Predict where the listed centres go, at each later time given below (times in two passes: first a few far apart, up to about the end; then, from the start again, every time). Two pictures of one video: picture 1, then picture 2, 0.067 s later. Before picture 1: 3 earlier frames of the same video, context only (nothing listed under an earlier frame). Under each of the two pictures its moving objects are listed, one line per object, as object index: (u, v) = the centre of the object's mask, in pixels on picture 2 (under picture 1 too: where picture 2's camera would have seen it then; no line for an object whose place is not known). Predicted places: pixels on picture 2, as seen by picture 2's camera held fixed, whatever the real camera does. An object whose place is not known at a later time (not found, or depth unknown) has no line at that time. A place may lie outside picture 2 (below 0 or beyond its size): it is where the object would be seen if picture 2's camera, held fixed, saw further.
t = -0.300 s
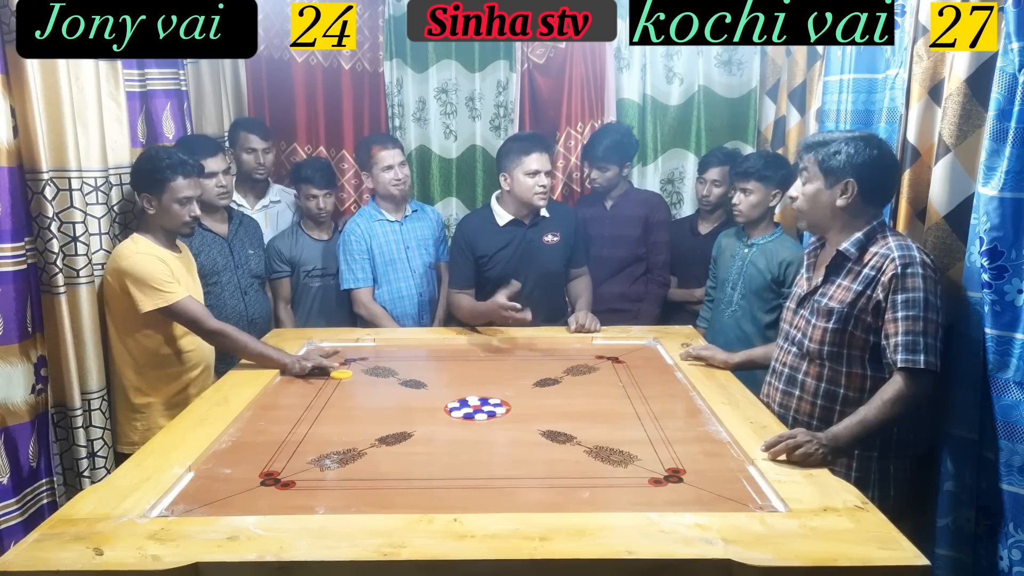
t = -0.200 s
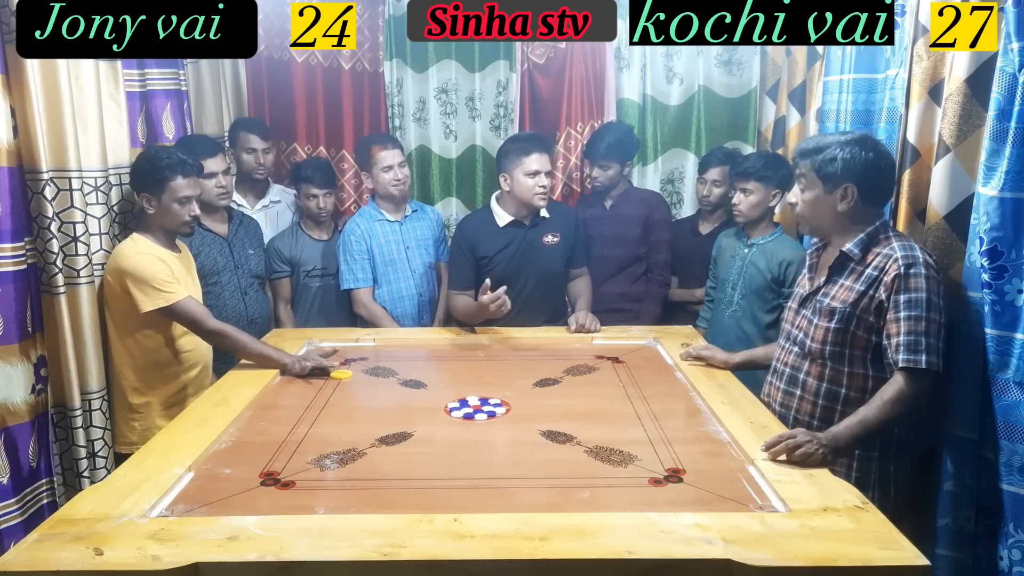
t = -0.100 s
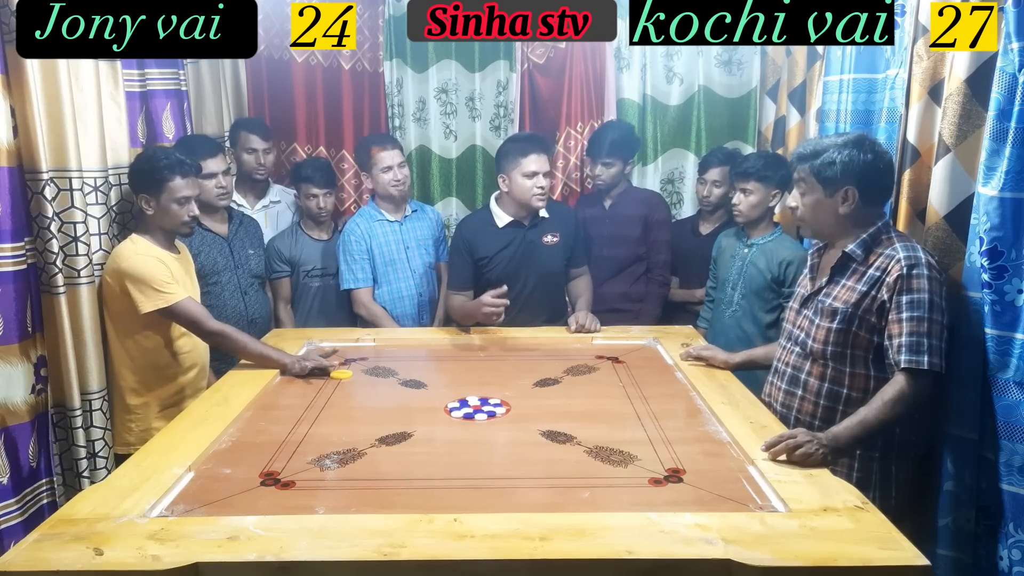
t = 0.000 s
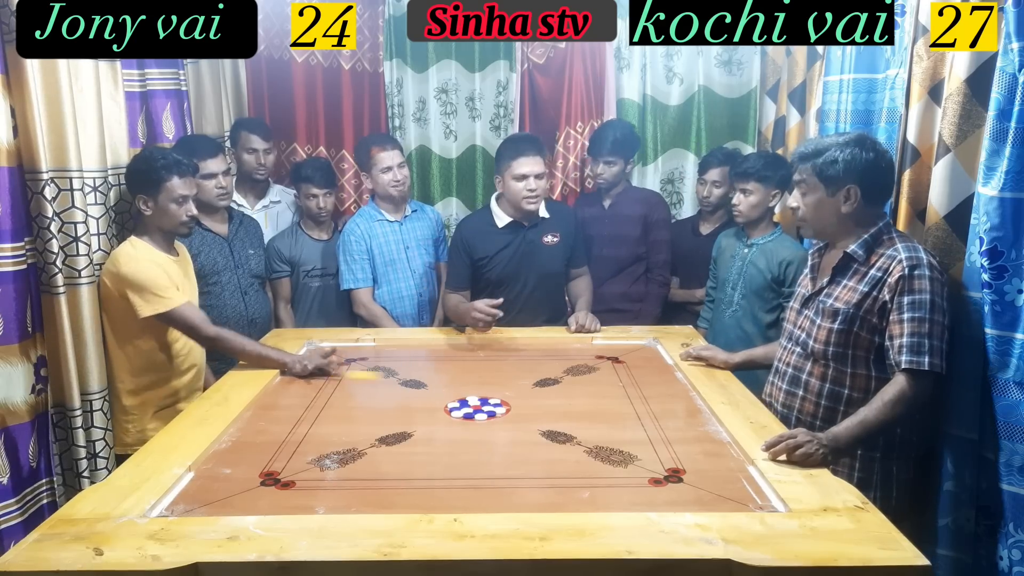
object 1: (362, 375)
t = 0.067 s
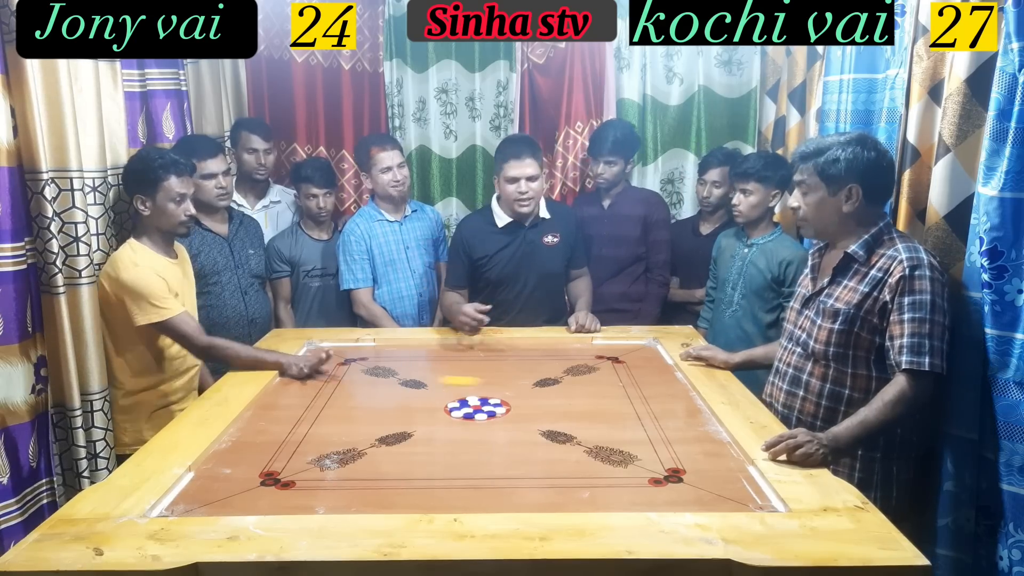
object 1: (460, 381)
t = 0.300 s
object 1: (604, 400)
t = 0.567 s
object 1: (501, 409)
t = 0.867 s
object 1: (490, 410)
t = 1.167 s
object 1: (490, 410)
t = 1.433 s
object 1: (490, 410)
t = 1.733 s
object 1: (490, 410)
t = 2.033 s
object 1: (490, 410)
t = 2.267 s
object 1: (490, 410)
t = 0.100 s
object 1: (509, 383)
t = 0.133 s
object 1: (560, 387)
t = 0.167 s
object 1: (609, 389)
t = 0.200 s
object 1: (662, 392)
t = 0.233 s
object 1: (667, 395)
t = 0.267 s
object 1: (635, 398)
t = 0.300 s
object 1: (604, 400)
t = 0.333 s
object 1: (571, 403)
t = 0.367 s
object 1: (539, 406)
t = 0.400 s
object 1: (516, 408)
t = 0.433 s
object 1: (512, 408)
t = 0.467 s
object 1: (509, 409)
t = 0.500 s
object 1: (507, 409)
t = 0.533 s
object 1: (504, 409)
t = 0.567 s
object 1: (501, 409)
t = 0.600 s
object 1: (499, 409)
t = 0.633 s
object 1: (497, 409)
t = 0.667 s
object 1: (496, 409)
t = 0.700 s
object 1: (494, 410)
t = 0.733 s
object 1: (493, 410)
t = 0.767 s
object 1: (492, 410)
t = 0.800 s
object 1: (491, 410)
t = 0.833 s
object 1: (490, 410)
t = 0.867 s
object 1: (490, 410)
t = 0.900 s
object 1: (490, 410)
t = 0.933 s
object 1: (490, 410)
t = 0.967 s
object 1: (490, 410)
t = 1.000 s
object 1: (490, 410)
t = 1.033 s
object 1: (490, 410)
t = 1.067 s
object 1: (490, 410)
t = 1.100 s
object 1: (490, 410)
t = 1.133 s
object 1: (490, 410)
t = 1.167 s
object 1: (490, 410)
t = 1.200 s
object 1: (490, 410)
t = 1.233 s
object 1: (490, 410)
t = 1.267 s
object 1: (490, 410)
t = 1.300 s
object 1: (490, 410)
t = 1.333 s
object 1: (490, 410)
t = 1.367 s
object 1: (490, 410)
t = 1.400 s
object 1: (490, 410)
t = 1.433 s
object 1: (490, 410)
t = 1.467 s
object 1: (490, 410)
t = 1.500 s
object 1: (490, 410)
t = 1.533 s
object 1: (490, 410)
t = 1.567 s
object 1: (490, 410)
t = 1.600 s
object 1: (490, 410)
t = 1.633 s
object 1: (490, 410)
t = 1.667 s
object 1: (490, 410)
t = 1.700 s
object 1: (490, 410)
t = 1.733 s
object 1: (490, 410)
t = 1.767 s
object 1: (490, 410)
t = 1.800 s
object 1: (490, 410)
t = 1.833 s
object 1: (490, 410)
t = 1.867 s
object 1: (490, 410)
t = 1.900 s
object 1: (490, 410)
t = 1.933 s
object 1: (490, 410)
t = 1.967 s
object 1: (490, 410)
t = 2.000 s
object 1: (490, 410)
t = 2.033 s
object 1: (490, 410)
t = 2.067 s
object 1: (490, 410)
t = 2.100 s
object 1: (490, 410)
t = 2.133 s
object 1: (490, 410)
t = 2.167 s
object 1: (490, 410)
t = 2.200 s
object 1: (490, 410)
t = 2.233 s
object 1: (490, 410)
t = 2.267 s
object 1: (490, 410)
